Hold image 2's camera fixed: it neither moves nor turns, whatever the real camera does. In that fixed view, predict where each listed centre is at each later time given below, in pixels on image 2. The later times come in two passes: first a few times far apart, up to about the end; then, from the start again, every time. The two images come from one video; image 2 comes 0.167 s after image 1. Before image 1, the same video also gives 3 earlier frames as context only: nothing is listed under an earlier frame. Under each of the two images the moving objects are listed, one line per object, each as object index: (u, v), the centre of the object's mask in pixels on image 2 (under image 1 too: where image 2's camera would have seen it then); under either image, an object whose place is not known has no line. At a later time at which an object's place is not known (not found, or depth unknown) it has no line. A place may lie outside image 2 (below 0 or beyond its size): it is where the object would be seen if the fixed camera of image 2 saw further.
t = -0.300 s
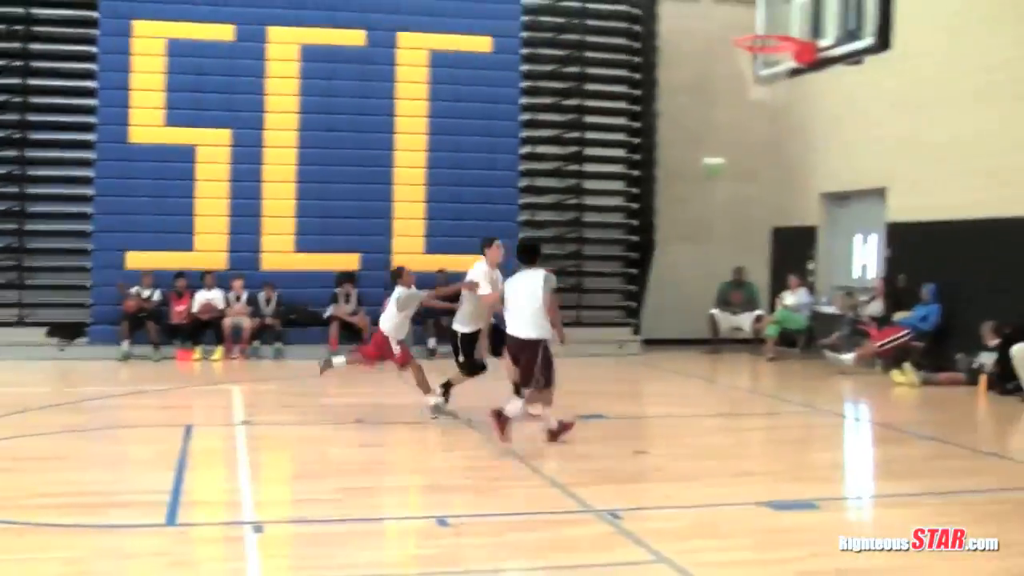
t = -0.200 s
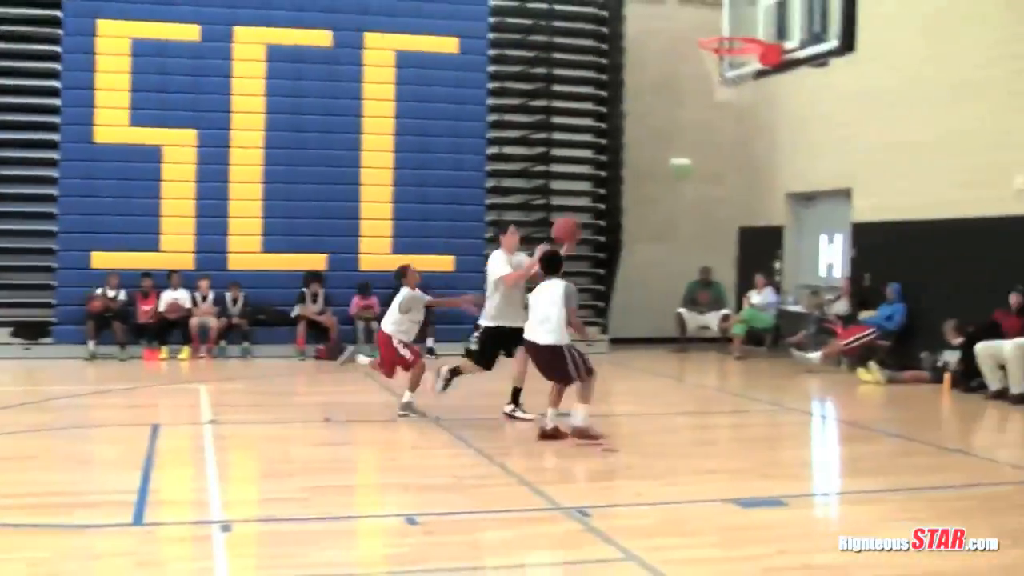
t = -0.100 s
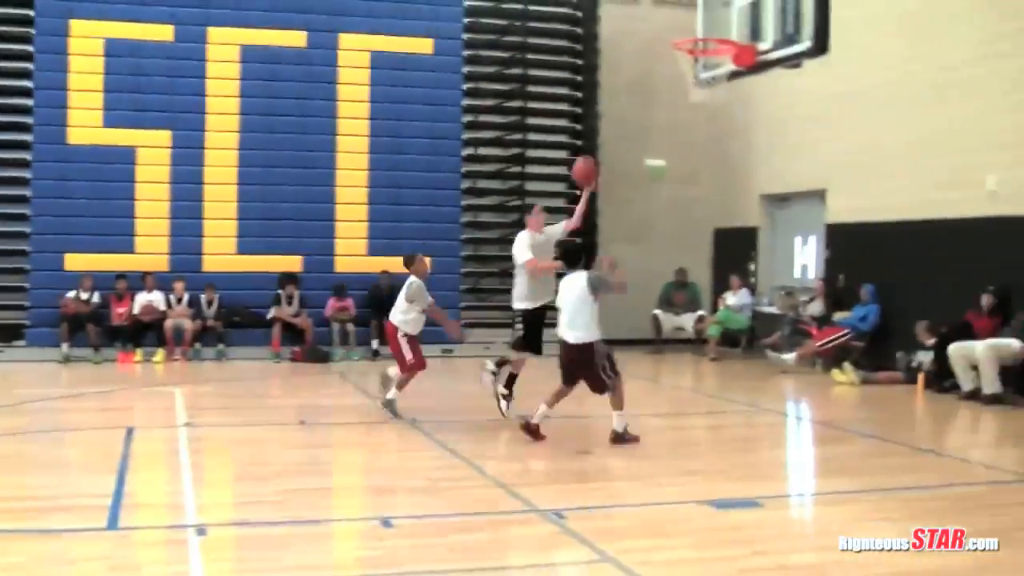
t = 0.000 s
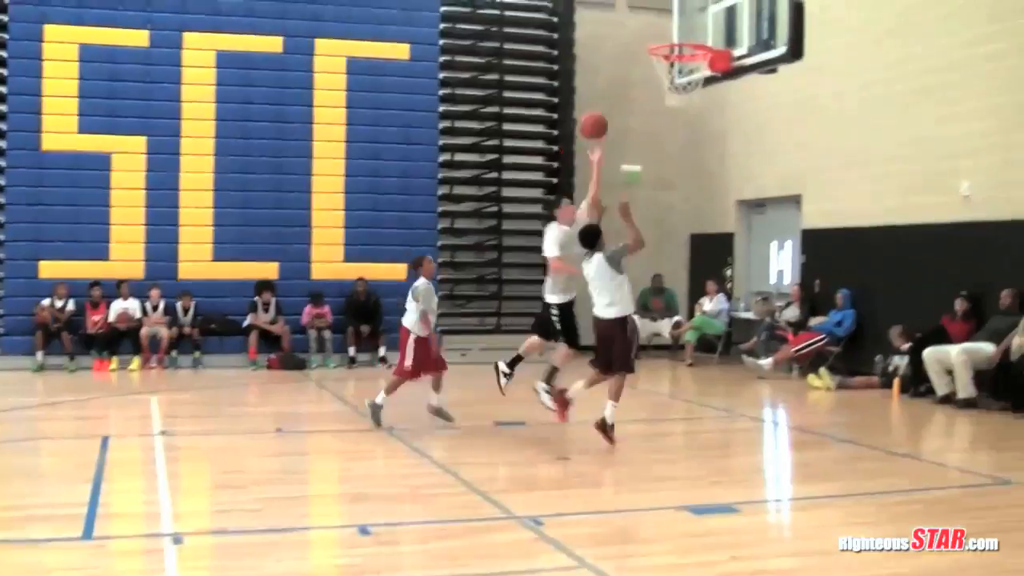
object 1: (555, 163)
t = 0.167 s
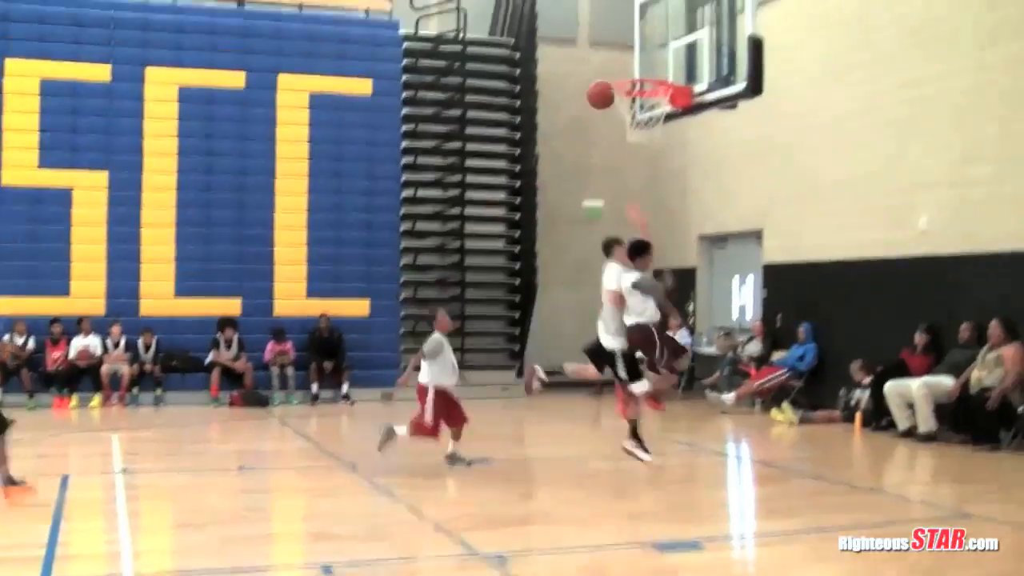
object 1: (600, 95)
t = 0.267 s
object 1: (630, 68)
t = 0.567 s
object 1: (641, 54)
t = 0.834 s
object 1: (650, 92)
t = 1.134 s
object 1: (632, 117)
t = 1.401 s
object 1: (634, 201)
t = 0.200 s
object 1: (608, 84)
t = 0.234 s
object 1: (619, 71)
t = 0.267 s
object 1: (630, 68)
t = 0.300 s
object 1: (640, 64)
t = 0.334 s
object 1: (650, 60)
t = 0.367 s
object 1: (657, 56)
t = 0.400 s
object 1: (654, 52)
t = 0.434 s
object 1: (652, 51)
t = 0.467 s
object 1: (650, 50)
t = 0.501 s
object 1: (647, 51)
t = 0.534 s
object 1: (644, 53)
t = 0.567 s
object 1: (641, 54)
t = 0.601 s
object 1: (639, 60)
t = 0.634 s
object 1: (636, 68)
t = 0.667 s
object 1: (633, 72)
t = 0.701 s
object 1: (635, 73)
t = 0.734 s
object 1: (641, 76)
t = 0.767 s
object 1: (648, 75)
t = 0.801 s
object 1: (655, 91)
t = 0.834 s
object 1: (650, 92)
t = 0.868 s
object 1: (648, 95)
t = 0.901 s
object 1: (645, 96)
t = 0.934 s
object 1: (639, 102)
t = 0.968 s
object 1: (635, 105)
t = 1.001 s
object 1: (634, 107)
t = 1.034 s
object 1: (632, 108)
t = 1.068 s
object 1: (632, 109)
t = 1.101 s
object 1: (632, 110)
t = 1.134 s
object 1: (632, 117)
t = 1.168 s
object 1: (631, 124)
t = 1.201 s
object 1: (632, 129)
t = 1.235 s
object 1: (632, 137)
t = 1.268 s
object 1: (633, 147)
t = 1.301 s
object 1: (633, 159)
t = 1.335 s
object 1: (634, 172)
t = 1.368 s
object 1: (634, 186)
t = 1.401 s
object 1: (634, 201)
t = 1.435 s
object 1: (634, 218)
